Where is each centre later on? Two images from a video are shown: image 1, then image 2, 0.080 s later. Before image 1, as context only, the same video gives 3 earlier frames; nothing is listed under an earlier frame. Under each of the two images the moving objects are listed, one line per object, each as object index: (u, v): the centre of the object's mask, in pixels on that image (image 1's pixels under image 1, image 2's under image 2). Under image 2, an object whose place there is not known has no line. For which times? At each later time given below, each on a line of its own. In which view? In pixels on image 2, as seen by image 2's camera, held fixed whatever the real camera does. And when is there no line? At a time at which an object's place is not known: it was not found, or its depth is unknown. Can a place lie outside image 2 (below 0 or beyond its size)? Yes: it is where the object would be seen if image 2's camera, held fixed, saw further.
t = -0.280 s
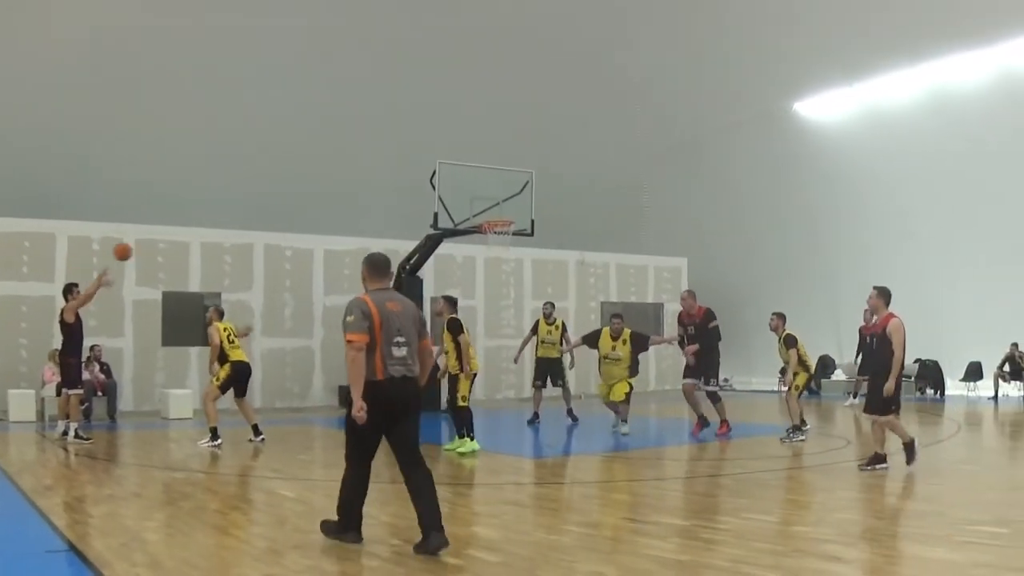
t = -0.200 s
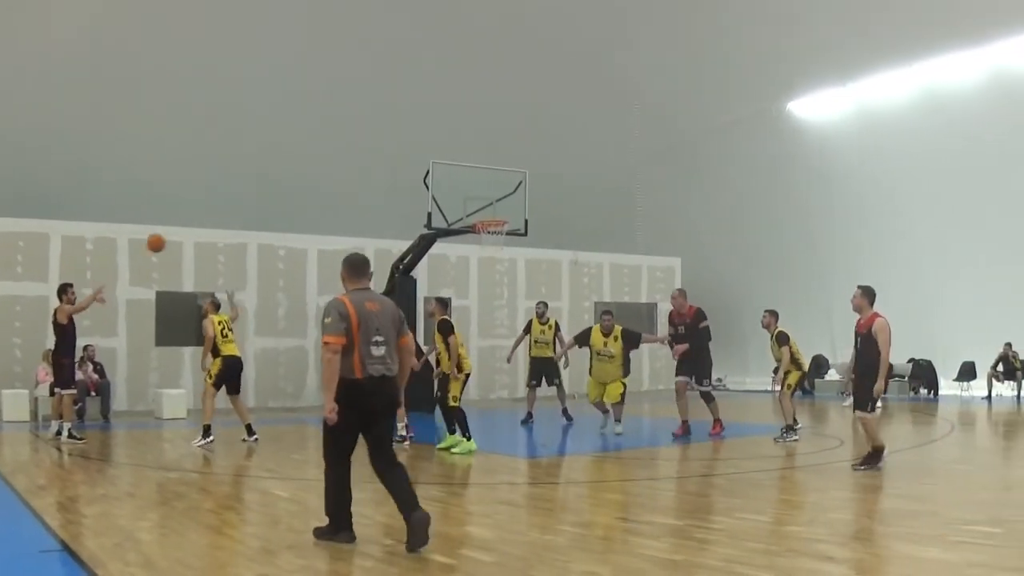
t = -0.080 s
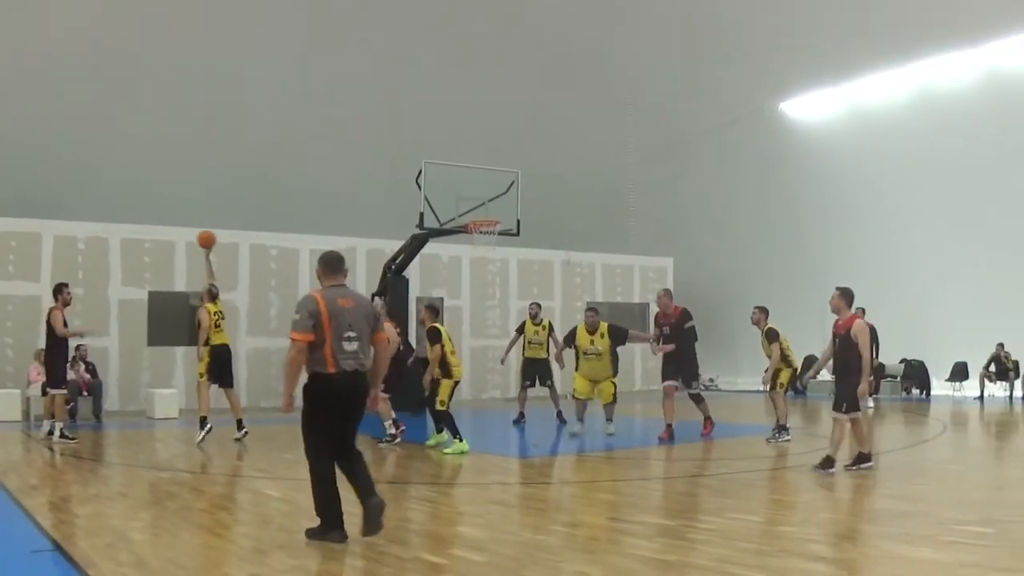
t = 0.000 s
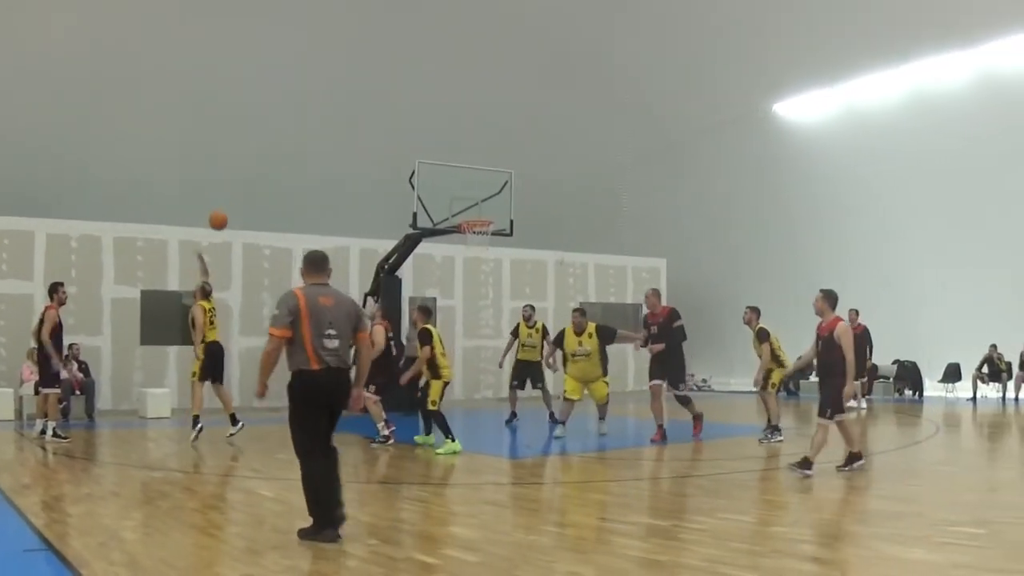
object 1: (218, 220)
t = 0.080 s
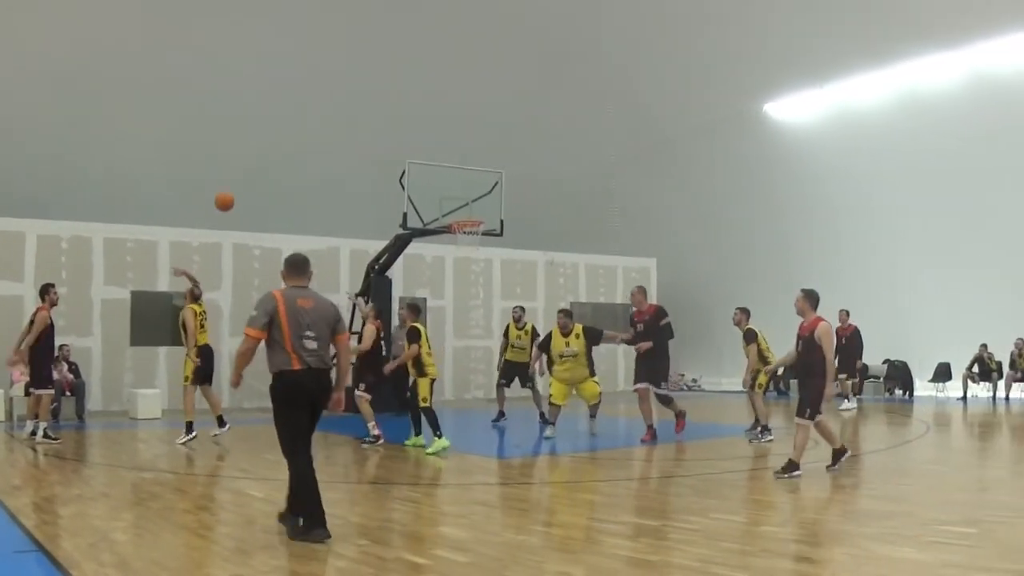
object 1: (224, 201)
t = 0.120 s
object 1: (230, 192)
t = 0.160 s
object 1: (237, 185)
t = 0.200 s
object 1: (244, 178)
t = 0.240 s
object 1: (252, 174)
